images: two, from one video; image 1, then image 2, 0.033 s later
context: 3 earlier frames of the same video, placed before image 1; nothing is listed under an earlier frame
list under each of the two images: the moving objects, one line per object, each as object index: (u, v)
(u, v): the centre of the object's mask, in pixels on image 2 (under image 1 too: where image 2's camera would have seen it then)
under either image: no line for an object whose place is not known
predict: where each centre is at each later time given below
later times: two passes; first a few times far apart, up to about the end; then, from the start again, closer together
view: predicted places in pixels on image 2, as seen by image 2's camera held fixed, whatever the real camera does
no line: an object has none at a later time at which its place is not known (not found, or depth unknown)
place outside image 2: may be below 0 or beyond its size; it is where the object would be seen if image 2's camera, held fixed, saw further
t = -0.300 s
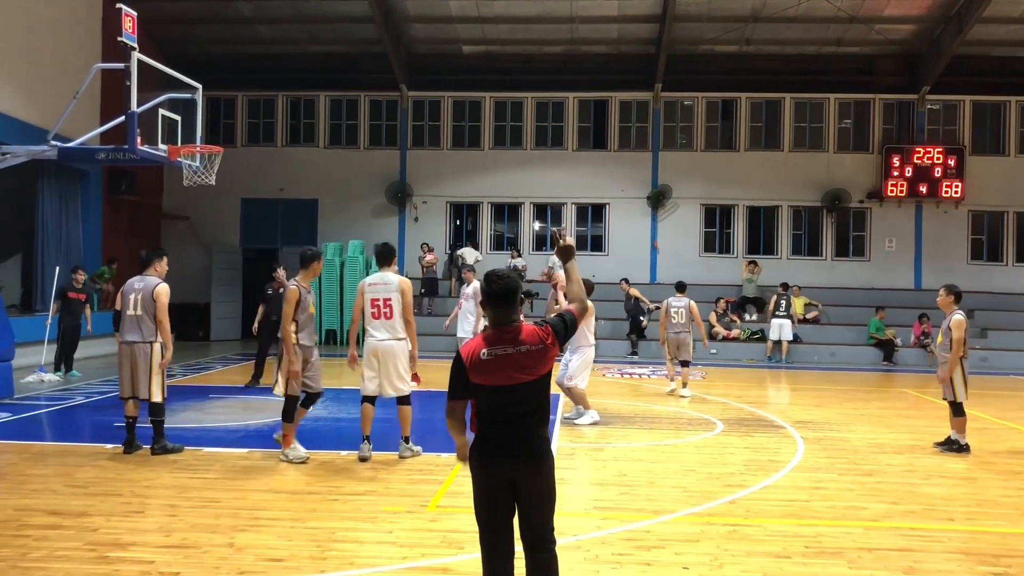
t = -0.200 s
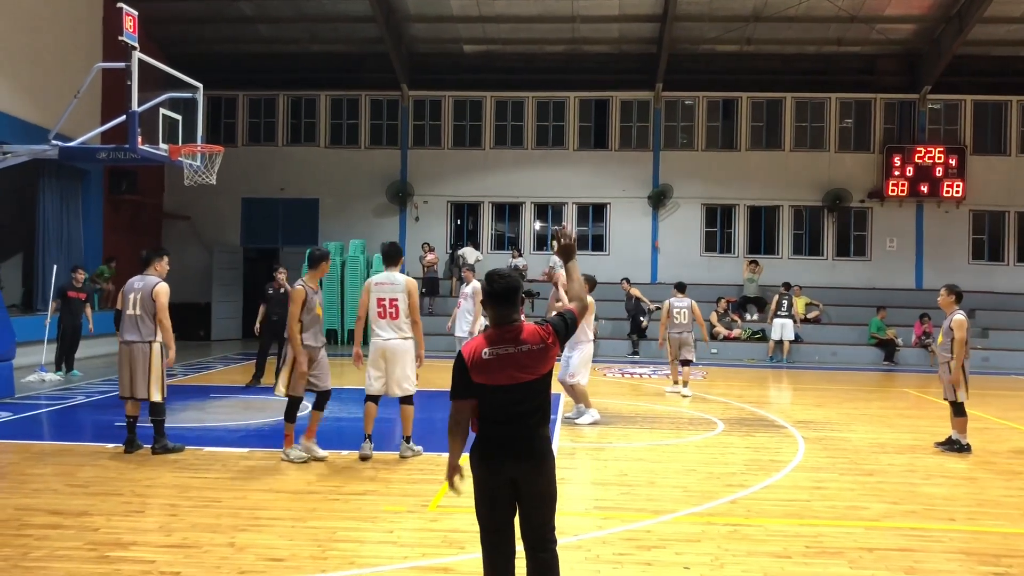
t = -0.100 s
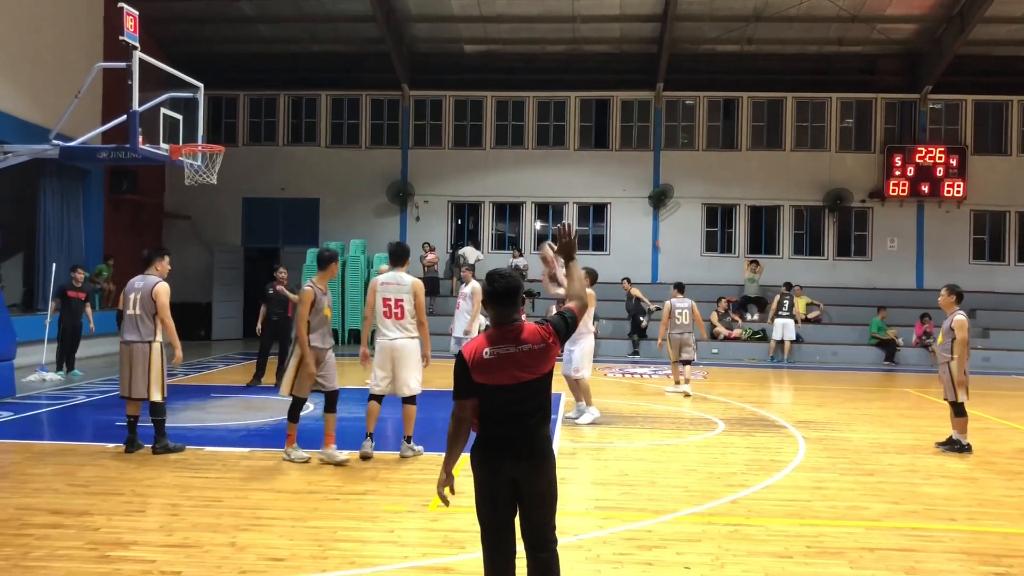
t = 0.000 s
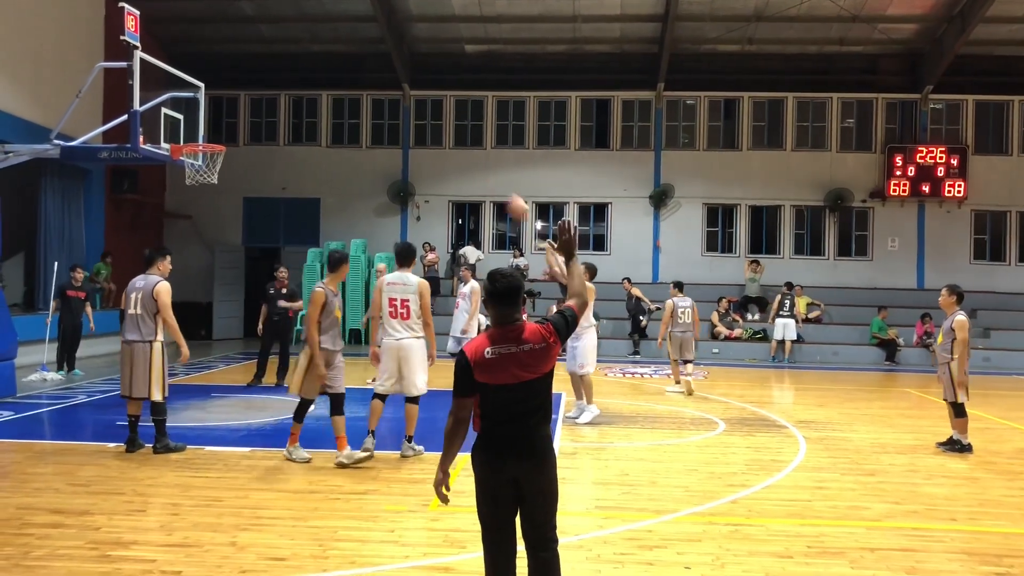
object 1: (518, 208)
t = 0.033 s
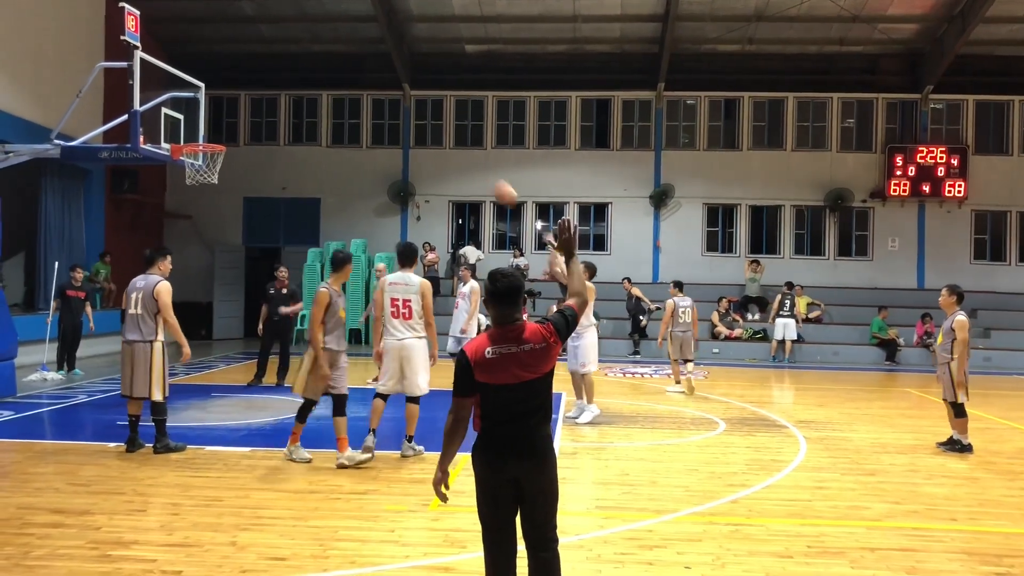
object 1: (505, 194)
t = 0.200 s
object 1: (441, 137)
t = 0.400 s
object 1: (369, 101)
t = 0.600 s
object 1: (299, 99)
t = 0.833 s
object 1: (218, 137)
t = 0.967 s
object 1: (193, 174)
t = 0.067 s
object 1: (492, 181)
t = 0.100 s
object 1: (478, 168)
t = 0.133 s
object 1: (467, 157)
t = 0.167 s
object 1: (454, 147)
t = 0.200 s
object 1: (441, 137)
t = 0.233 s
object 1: (429, 129)
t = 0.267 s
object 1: (417, 120)
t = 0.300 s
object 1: (404, 114)
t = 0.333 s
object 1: (393, 109)
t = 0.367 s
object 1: (381, 105)
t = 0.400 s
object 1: (369, 101)
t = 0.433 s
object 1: (357, 99)
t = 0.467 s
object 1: (345, 97)
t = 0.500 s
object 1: (334, 96)
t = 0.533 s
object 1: (322, 96)
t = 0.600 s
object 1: (299, 99)
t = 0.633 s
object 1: (287, 102)
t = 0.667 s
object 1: (275, 106)
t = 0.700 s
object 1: (264, 111)
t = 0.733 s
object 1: (251, 117)
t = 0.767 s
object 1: (240, 123)
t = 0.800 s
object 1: (229, 130)
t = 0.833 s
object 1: (218, 137)
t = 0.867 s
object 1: (209, 141)
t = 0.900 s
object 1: (199, 155)
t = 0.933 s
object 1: (194, 164)
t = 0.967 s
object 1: (193, 174)
